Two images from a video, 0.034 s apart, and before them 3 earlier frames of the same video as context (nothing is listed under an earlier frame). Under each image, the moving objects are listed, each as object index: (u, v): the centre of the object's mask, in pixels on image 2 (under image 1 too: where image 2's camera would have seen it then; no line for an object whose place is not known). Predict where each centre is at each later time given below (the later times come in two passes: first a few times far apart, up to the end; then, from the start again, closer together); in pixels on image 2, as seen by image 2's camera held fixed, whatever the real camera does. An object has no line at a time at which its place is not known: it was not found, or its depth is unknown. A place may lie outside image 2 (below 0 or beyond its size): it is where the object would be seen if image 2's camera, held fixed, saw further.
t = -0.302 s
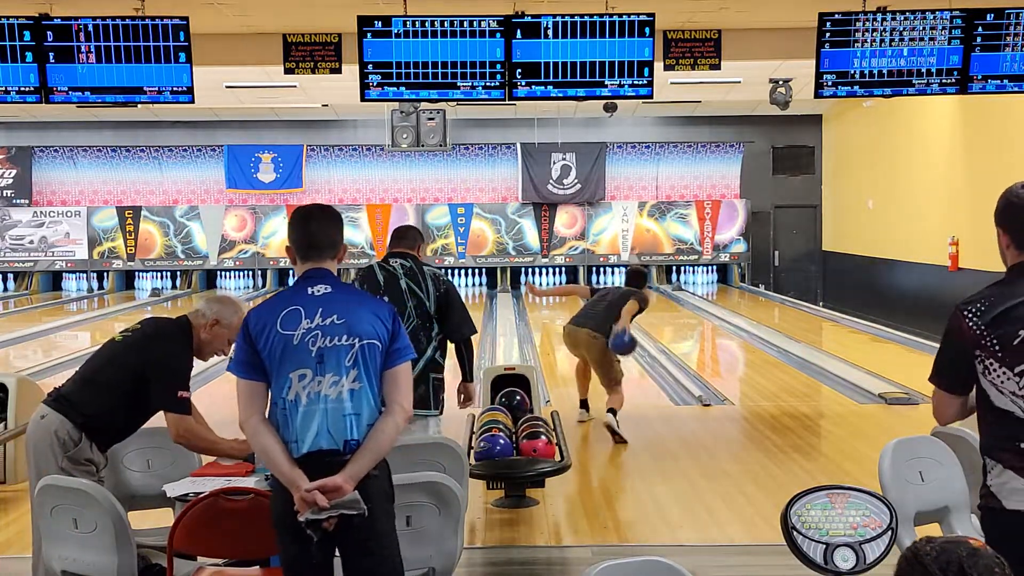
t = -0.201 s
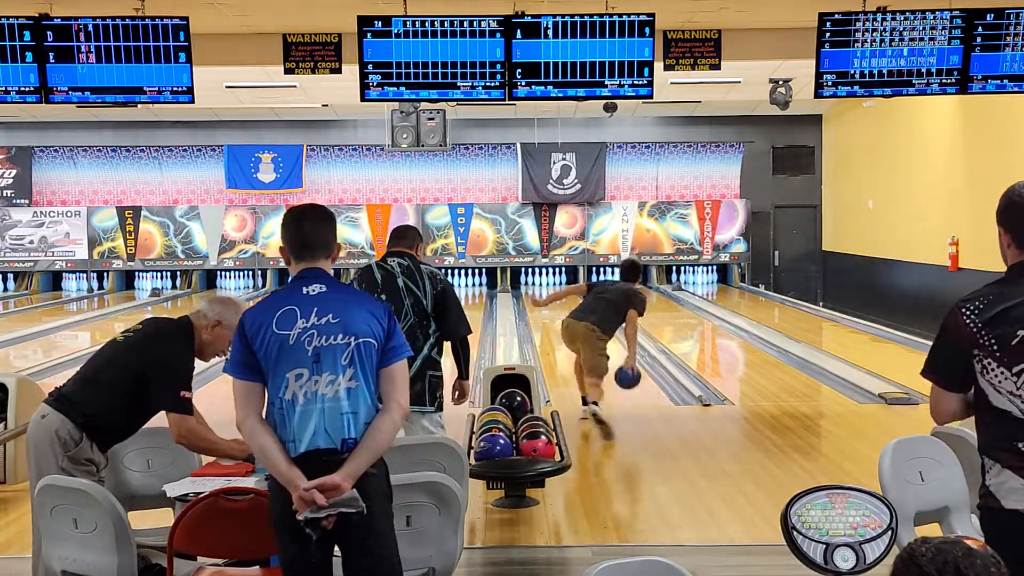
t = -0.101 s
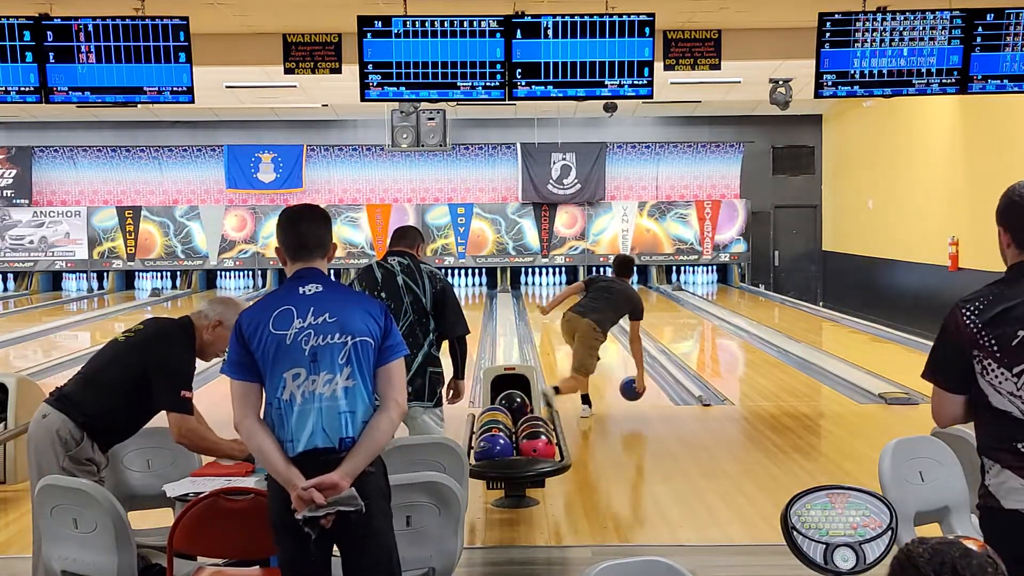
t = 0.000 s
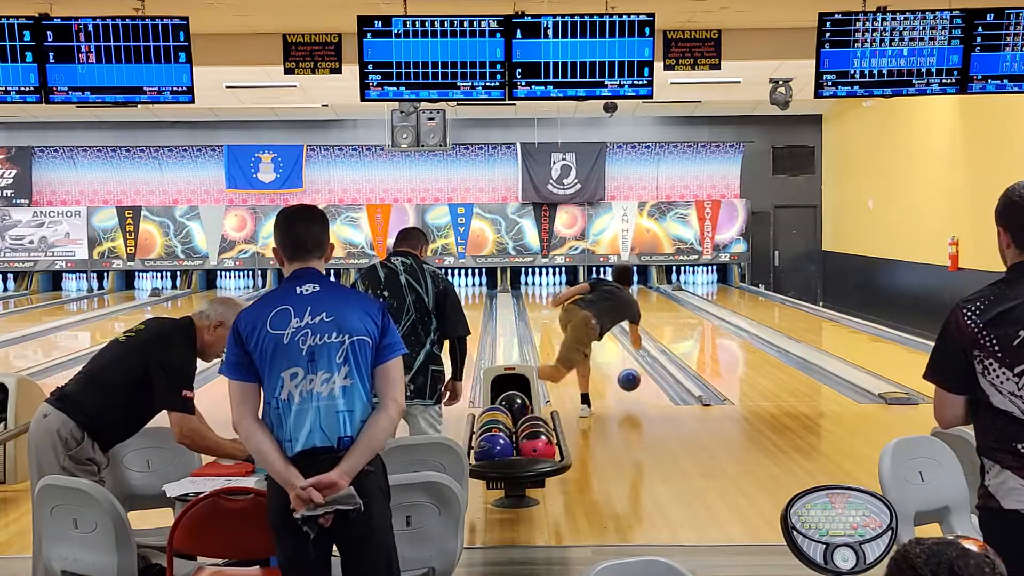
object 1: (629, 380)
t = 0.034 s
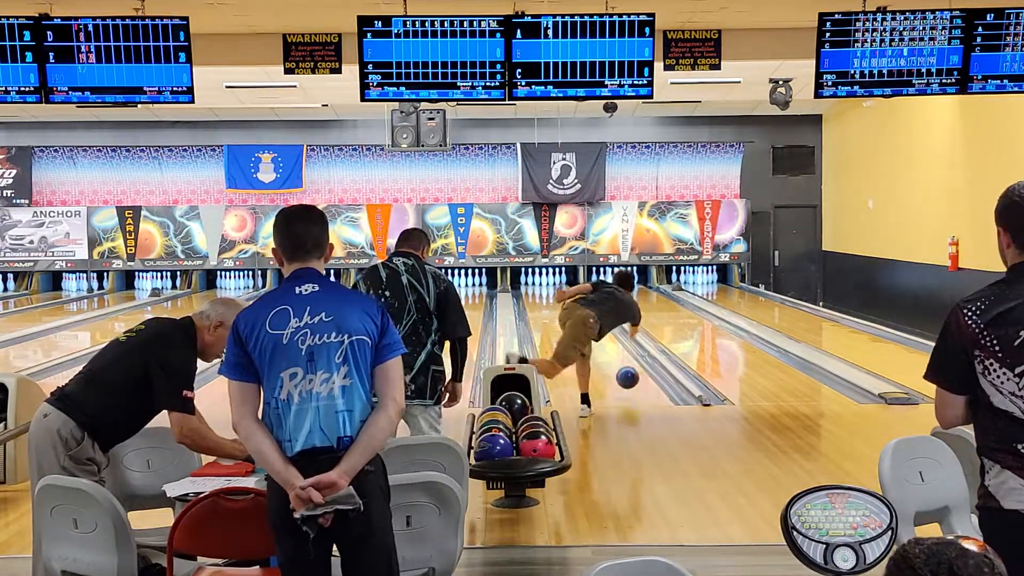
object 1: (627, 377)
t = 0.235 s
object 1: (618, 365)
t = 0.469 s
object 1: (610, 347)
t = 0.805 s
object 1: (597, 327)
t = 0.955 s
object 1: (595, 321)
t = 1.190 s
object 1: (589, 312)
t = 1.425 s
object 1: (584, 304)
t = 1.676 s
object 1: (577, 296)
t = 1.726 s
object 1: (576, 295)
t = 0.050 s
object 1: (626, 377)
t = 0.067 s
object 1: (626, 376)
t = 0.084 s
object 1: (625, 376)
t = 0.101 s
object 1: (624, 376)
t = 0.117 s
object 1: (623, 376)
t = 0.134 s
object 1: (622, 374)
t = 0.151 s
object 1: (622, 372)
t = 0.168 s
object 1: (621, 371)
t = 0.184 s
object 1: (620, 370)
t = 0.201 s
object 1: (620, 368)
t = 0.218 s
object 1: (619, 367)
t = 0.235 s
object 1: (618, 365)
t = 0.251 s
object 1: (617, 364)
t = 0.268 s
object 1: (617, 363)
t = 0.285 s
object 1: (616, 361)
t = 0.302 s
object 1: (615, 360)
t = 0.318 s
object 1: (615, 358)
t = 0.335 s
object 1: (614, 357)
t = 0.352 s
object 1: (614, 356)
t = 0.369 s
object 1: (613, 354)
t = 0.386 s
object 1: (612, 353)
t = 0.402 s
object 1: (612, 352)
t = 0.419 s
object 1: (611, 351)
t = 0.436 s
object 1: (611, 350)
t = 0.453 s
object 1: (611, 348)
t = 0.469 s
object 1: (610, 347)
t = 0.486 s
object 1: (610, 346)
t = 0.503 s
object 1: (610, 345)
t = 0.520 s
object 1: (610, 344)
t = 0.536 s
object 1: (610, 343)
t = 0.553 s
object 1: (610, 342)
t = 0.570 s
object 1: (610, 341)
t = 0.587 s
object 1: (611, 340)
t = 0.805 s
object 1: (597, 327)
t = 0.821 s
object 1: (597, 327)
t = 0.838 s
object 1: (598, 326)
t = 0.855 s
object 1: (598, 325)
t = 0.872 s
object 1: (597, 324)
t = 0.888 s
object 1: (597, 324)
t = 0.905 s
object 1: (596, 323)
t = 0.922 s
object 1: (596, 322)
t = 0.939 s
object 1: (596, 322)
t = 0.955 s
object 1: (595, 321)
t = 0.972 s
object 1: (595, 320)
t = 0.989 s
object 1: (594, 319)
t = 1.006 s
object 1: (594, 318)
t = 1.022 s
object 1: (593, 318)
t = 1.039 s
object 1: (593, 317)
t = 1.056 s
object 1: (592, 316)
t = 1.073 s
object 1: (592, 315)
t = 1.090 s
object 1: (591, 315)
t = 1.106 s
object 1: (591, 314)
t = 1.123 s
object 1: (591, 314)
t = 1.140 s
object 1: (590, 313)
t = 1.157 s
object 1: (590, 313)
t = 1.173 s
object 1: (590, 312)
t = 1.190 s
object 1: (589, 312)
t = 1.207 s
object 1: (589, 312)
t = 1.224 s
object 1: (588, 310)
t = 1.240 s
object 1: (588, 309)
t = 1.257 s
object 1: (588, 308)
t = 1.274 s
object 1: (587, 308)
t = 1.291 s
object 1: (587, 308)
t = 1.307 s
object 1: (586, 307)
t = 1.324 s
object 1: (586, 307)
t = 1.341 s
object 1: (586, 306)
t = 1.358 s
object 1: (586, 305)
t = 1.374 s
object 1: (585, 305)
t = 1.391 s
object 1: (585, 305)
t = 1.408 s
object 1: (585, 305)
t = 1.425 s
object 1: (584, 304)
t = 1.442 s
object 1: (584, 303)
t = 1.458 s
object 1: (582, 303)
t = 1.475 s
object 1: (582, 302)
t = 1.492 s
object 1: (582, 302)
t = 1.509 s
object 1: (582, 301)
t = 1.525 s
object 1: (581, 301)
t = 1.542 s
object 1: (580, 300)
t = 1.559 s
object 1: (580, 300)
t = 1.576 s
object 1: (580, 299)
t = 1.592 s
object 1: (579, 299)
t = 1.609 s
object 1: (579, 298)
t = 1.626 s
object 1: (579, 298)
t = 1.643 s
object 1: (578, 298)
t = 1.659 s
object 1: (577, 297)
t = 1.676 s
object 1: (577, 296)
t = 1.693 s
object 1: (576, 296)
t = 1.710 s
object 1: (576, 296)
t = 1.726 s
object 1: (576, 295)
